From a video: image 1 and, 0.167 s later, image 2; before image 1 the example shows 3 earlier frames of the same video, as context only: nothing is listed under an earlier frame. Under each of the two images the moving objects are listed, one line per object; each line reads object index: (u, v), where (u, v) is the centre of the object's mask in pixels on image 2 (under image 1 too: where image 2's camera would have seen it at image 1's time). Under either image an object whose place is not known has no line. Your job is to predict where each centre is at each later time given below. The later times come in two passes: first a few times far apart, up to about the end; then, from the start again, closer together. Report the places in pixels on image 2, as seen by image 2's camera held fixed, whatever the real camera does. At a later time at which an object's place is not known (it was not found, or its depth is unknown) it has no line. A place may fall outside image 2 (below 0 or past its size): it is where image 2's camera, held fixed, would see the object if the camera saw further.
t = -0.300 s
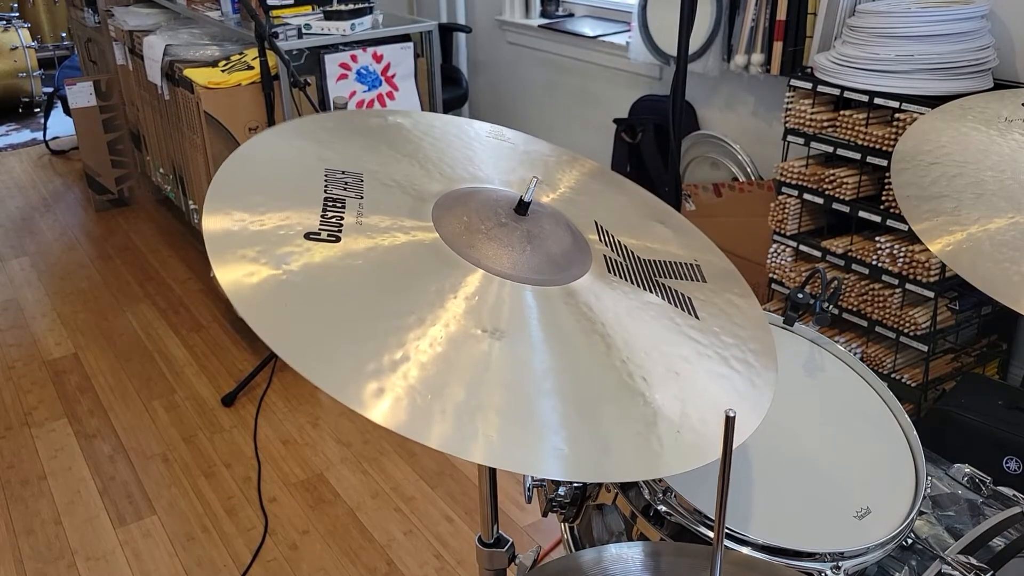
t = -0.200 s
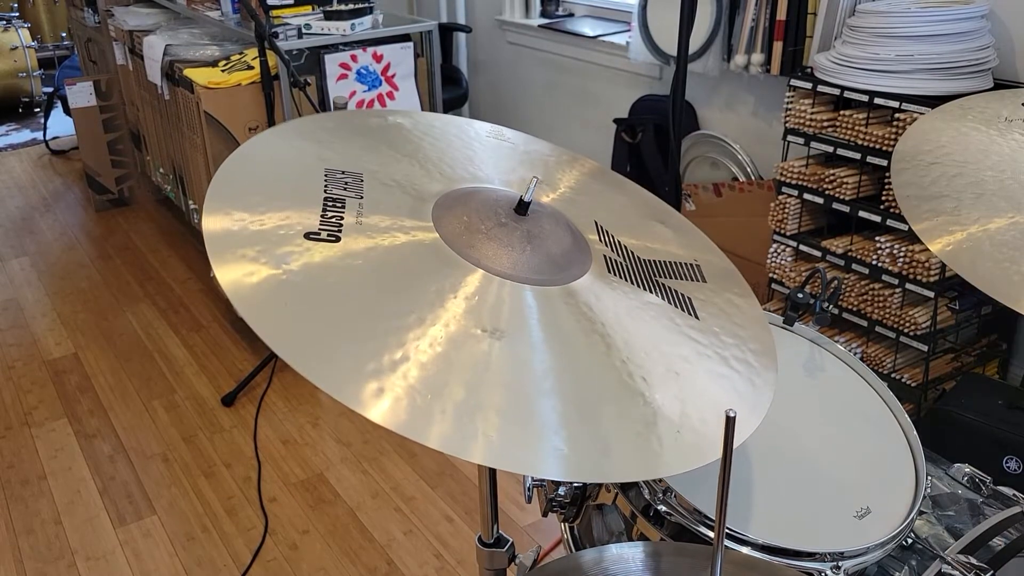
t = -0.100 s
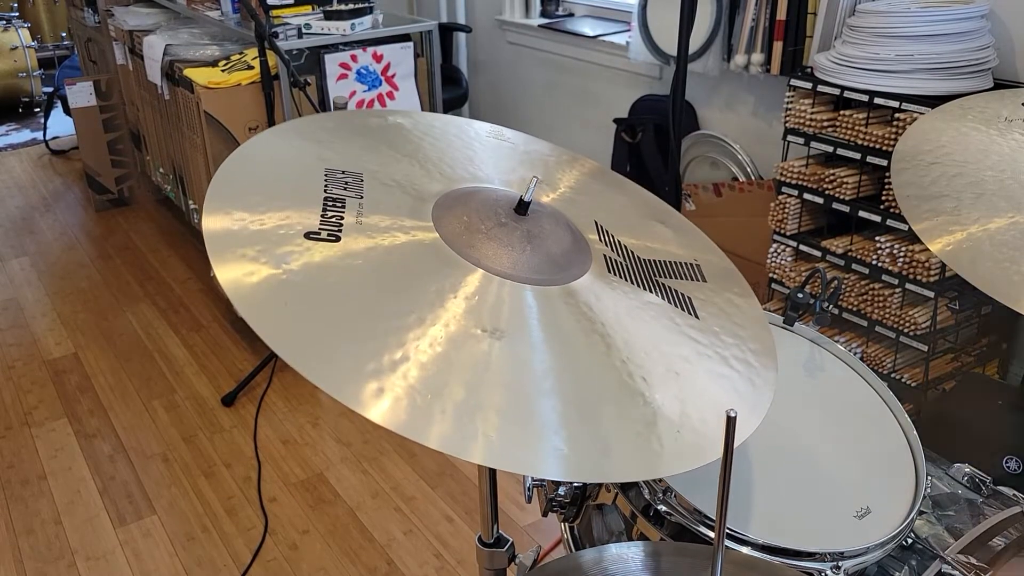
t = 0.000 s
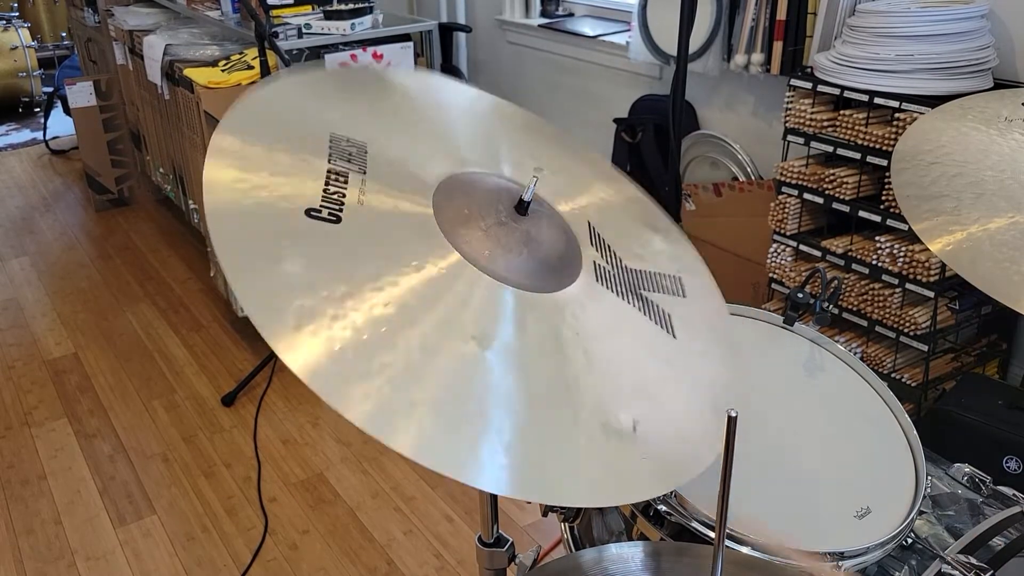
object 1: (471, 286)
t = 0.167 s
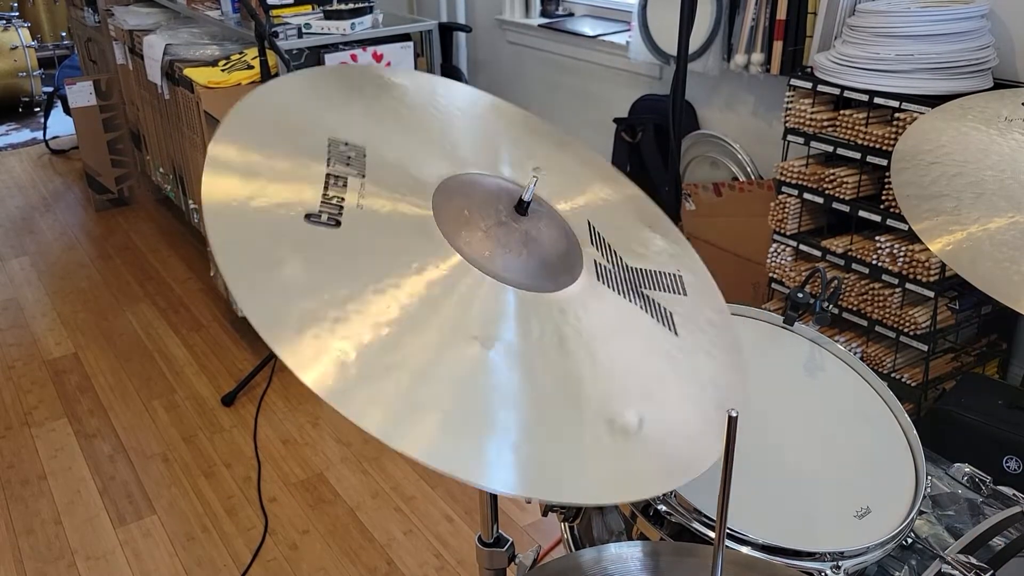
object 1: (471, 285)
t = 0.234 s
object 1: (482, 292)
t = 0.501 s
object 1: (519, 292)
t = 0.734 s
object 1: (493, 296)
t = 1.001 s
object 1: (486, 294)
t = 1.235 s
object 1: (506, 297)
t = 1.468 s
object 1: (490, 296)
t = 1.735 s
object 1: (488, 296)
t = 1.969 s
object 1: (494, 297)
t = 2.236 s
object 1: (487, 295)
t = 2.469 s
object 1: (490, 296)
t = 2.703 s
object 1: (488, 296)
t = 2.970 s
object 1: (489, 296)
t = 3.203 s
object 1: (490, 296)
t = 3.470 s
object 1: (489, 296)
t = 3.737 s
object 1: (489, 296)
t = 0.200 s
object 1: (475, 289)
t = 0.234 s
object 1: (482, 292)
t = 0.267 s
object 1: (490, 294)
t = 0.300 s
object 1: (496, 295)
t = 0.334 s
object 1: (503, 295)
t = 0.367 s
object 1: (508, 294)
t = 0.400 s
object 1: (513, 293)
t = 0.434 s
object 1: (515, 293)
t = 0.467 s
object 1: (518, 292)
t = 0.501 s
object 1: (519, 292)
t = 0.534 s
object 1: (518, 293)
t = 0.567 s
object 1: (516, 294)
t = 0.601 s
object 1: (513, 295)
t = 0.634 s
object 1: (509, 296)
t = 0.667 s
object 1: (505, 297)
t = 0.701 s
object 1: (499, 297)
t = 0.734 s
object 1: (493, 296)
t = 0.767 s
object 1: (486, 294)
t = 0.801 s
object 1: (482, 293)
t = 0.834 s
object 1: (477, 291)
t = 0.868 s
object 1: (475, 290)
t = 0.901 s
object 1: (475, 289)
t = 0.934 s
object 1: (476, 290)
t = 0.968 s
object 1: (482, 292)
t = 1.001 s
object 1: (486, 294)
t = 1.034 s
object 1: (491, 295)
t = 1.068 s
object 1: (495, 296)
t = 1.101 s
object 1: (499, 296)
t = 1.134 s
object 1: (502, 297)
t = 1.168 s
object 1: (504, 297)
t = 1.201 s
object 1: (505, 297)
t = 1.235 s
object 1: (506, 297)
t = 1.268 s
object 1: (506, 297)
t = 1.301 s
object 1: (504, 297)
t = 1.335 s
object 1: (502, 297)
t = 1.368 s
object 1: (500, 297)
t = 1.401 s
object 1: (497, 297)
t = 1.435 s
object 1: (494, 297)
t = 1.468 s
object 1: (490, 296)
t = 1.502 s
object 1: (486, 295)
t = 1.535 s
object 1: (485, 295)
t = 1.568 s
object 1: (483, 294)
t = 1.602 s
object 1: (482, 293)
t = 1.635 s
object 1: (483, 293)
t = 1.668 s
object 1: (484, 294)
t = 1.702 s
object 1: (486, 295)
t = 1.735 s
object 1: (488, 296)
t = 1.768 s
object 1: (491, 296)
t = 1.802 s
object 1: (493, 297)
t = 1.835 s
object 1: (493, 297)
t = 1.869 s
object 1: (494, 297)
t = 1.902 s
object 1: (495, 297)
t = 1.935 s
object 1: (495, 297)
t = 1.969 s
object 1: (494, 297)
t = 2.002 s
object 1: (493, 297)
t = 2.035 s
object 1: (492, 297)
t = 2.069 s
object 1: (491, 297)
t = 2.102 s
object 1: (489, 296)
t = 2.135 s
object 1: (488, 295)
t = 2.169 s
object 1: (487, 295)
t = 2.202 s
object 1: (487, 295)
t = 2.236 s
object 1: (487, 295)
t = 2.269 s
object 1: (487, 295)
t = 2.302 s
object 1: (487, 296)
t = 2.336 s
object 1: (488, 296)
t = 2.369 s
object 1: (489, 296)
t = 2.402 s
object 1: (489, 296)
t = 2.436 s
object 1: (490, 296)
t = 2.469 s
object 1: (490, 296)
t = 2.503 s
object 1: (490, 296)
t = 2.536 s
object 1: (490, 296)
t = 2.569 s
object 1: (490, 296)
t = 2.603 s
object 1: (489, 296)
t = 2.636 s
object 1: (489, 296)
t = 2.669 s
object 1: (488, 295)
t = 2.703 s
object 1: (488, 296)
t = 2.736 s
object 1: (489, 296)
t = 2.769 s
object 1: (490, 296)
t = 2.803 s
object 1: (490, 296)
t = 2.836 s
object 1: (490, 296)
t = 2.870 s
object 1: (490, 296)
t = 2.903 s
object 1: (490, 296)
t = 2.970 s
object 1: (489, 296)
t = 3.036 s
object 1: (490, 296)
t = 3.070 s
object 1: (490, 296)
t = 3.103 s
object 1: (490, 296)
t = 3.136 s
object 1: (490, 296)
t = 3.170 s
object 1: (490, 296)
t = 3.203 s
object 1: (490, 296)
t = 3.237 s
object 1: (490, 296)
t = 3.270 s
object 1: (490, 296)
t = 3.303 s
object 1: (490, 296)
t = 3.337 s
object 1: (490, 296)
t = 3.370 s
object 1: (490, 296)
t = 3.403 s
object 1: (490, 296)
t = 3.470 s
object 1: (489, 296)
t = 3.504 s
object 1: (489, 296)
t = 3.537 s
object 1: (489, 296)
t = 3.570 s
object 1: (489, 296)
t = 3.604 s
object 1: (489, 296)
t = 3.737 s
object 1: (489, 296)
